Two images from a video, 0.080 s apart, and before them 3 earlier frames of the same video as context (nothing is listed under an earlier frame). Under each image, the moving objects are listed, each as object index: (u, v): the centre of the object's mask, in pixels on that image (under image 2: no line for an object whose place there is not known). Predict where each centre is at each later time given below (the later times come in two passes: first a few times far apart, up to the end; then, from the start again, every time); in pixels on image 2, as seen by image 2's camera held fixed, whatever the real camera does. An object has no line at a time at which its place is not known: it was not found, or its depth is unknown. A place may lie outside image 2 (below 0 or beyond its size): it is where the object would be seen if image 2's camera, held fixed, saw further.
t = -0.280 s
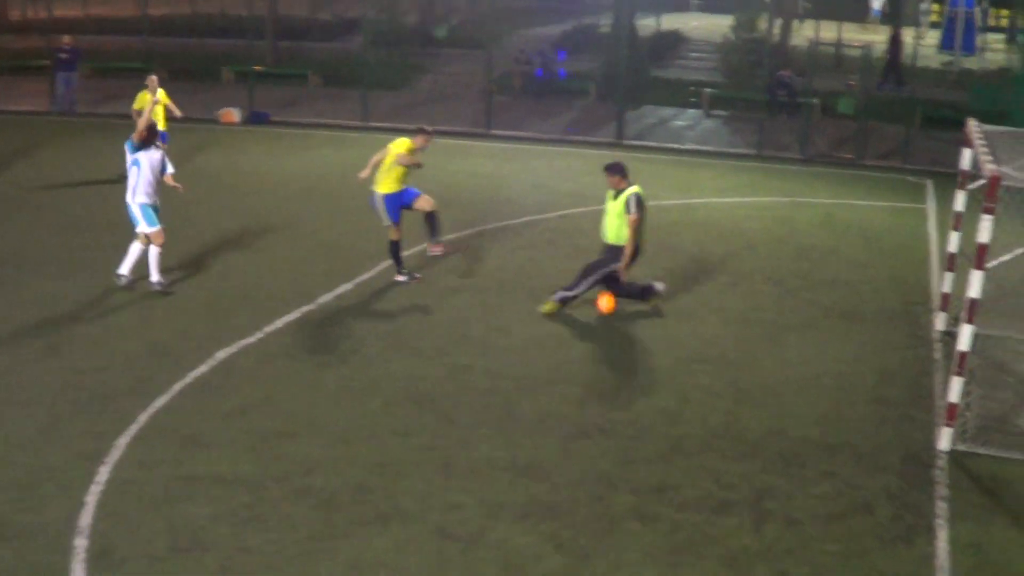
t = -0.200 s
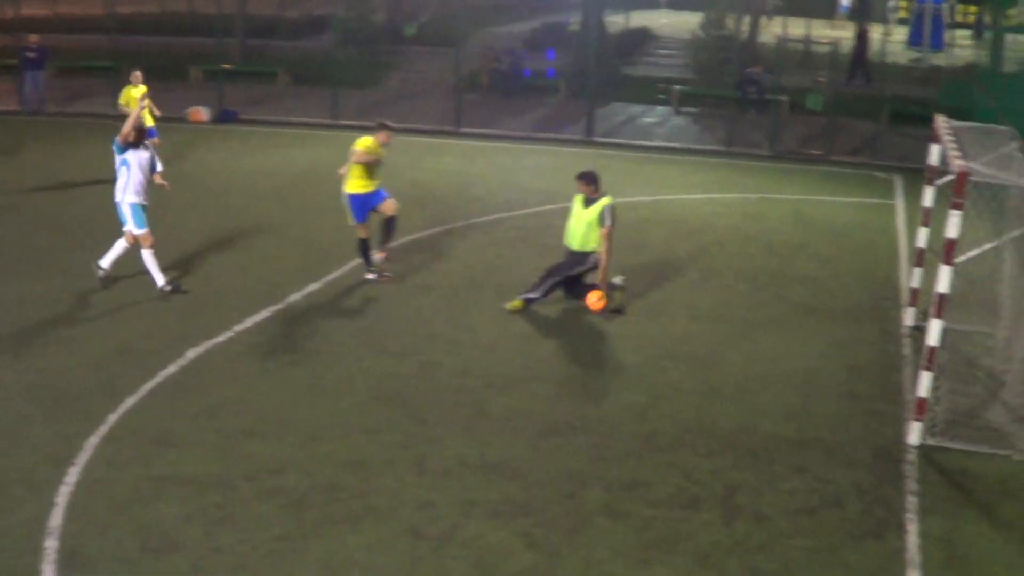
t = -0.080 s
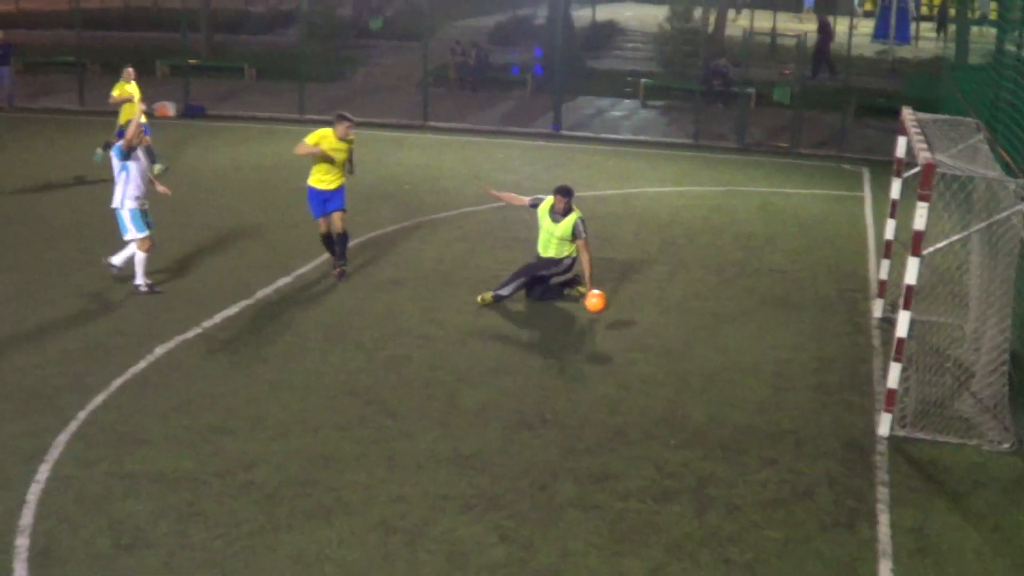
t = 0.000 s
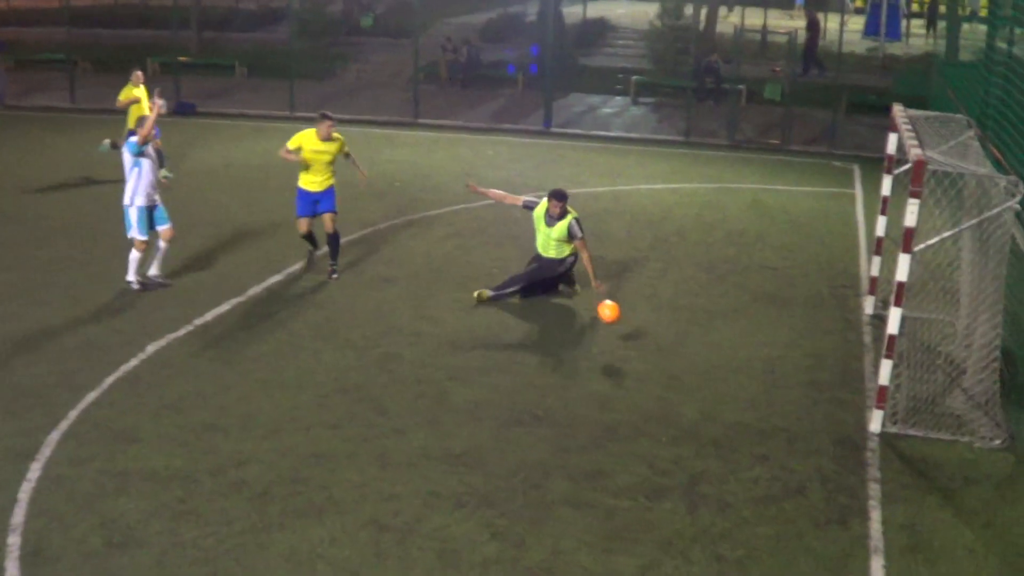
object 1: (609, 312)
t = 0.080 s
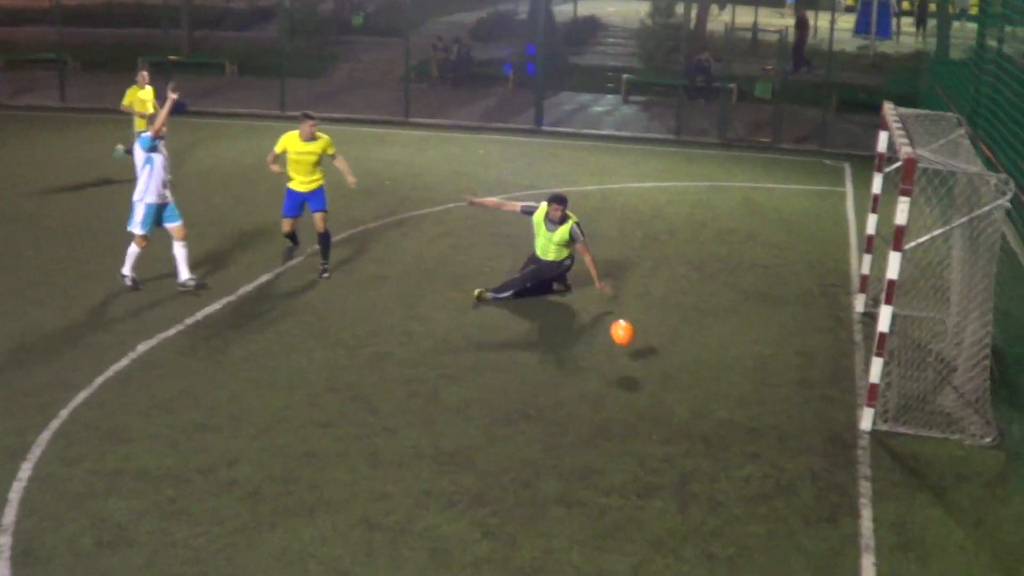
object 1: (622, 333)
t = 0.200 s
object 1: (657, 378)
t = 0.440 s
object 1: (717, 424)
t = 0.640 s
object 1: (779, 464)
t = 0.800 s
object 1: (835, 505)
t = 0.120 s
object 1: (633, 347)
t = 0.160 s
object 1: (645, 364)
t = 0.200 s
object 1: (657, 378)
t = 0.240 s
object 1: (667, 381)
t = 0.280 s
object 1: (676, 386)
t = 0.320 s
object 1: (686, 392)
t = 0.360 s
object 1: (696, 401)
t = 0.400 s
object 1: (707, 411)
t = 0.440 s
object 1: (717, 424)
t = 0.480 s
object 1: (729, 430)
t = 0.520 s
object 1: (740, 438)
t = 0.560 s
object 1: (753, 448)
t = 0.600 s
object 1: (765, 457)
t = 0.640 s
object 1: (779, 464)
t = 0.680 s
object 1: (791, 474)
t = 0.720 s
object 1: (806, 485)
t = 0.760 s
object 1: (820, 495)
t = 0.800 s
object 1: (835, 505)
